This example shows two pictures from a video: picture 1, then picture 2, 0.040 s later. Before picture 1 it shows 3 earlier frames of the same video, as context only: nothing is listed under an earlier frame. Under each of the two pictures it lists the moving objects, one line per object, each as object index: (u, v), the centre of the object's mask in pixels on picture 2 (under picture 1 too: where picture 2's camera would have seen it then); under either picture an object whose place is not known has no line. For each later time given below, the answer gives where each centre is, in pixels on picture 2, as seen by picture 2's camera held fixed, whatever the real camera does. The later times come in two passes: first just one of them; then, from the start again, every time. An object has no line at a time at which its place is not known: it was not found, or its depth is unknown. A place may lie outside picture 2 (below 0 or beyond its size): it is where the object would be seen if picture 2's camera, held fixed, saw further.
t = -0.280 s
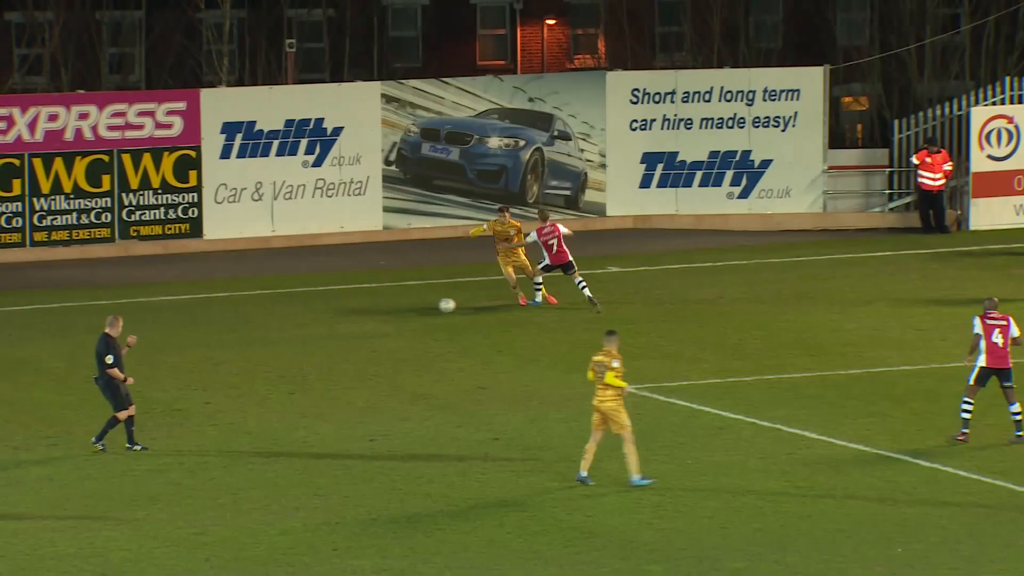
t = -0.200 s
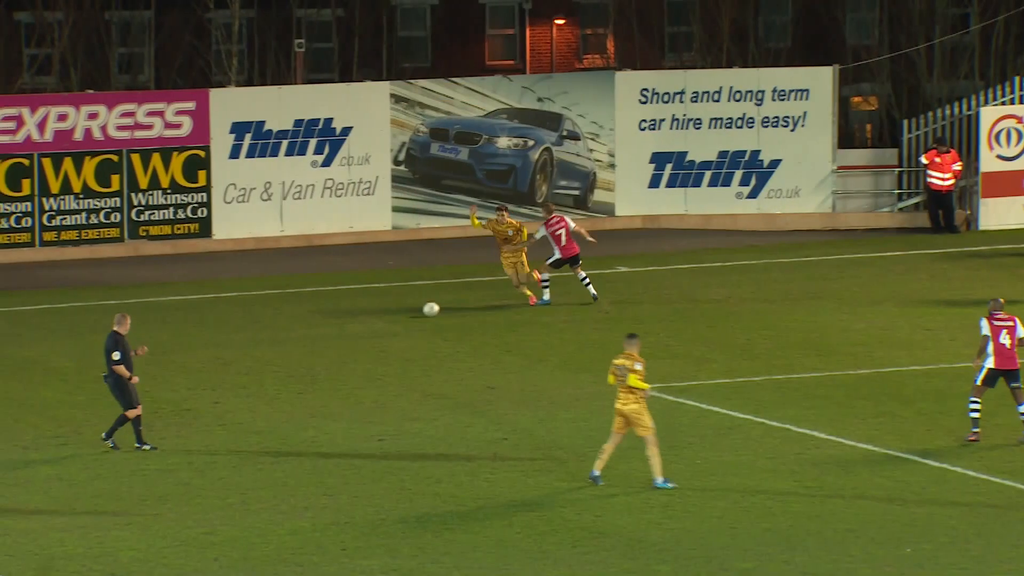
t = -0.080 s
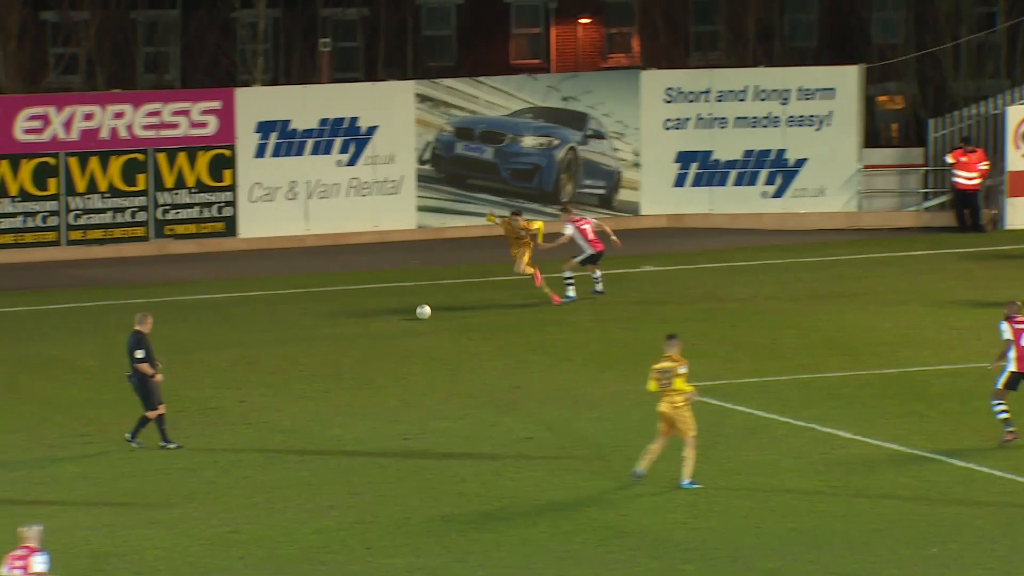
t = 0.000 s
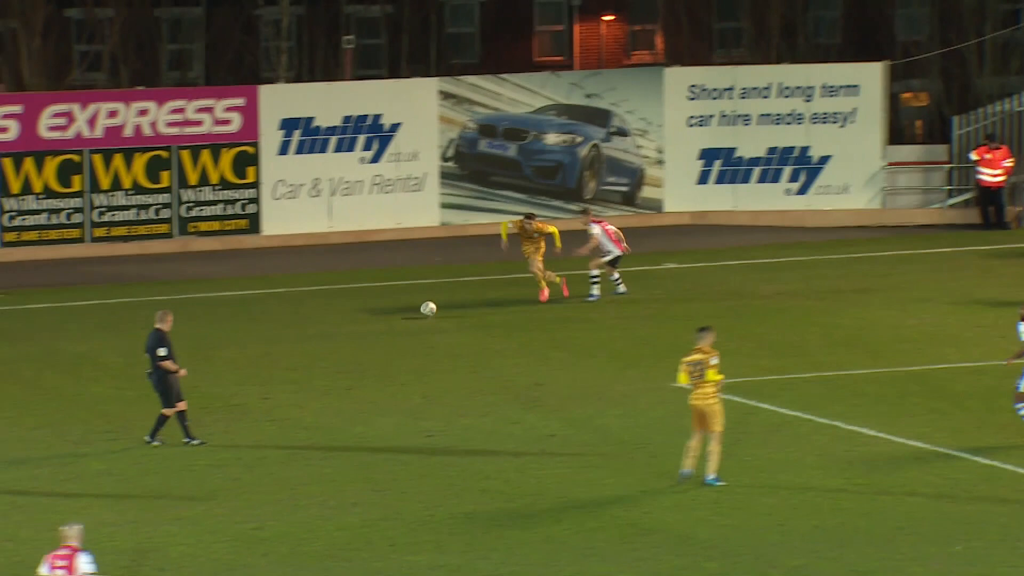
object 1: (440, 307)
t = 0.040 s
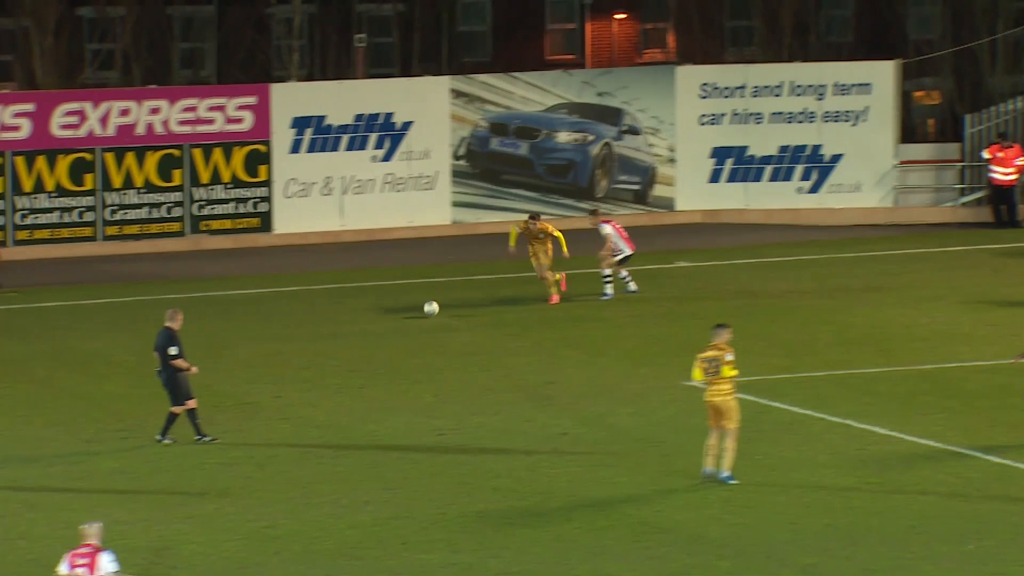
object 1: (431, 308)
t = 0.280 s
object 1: (388, 315)
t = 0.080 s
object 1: (423, 310)
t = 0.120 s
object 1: (415, 312)
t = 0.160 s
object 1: (408, 311)
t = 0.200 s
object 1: (400, 313)
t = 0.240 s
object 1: (395, 314)
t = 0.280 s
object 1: (388, 315)
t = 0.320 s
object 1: (381, 316)
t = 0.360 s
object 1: (375, 317)
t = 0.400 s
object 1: (367, 317)
